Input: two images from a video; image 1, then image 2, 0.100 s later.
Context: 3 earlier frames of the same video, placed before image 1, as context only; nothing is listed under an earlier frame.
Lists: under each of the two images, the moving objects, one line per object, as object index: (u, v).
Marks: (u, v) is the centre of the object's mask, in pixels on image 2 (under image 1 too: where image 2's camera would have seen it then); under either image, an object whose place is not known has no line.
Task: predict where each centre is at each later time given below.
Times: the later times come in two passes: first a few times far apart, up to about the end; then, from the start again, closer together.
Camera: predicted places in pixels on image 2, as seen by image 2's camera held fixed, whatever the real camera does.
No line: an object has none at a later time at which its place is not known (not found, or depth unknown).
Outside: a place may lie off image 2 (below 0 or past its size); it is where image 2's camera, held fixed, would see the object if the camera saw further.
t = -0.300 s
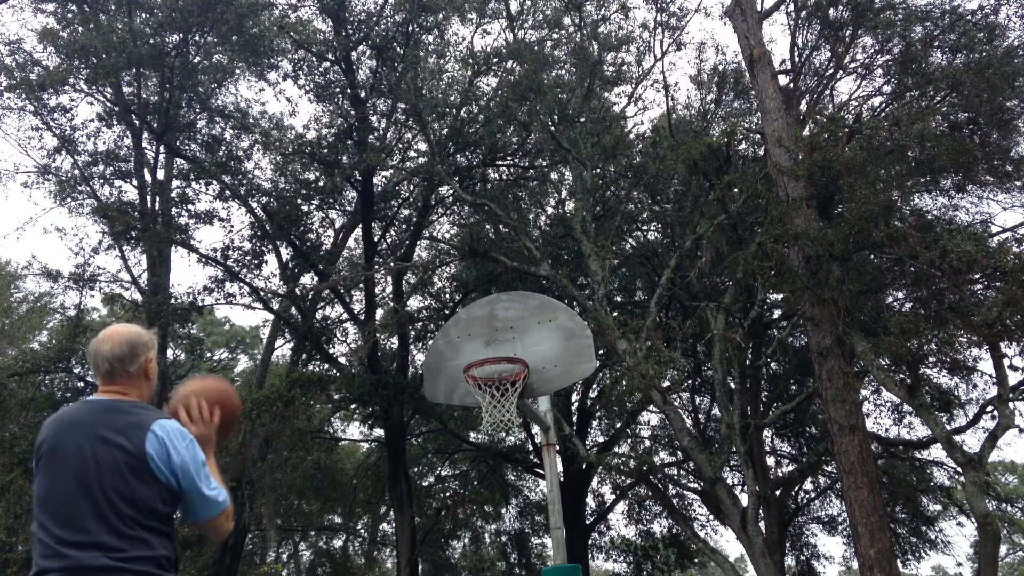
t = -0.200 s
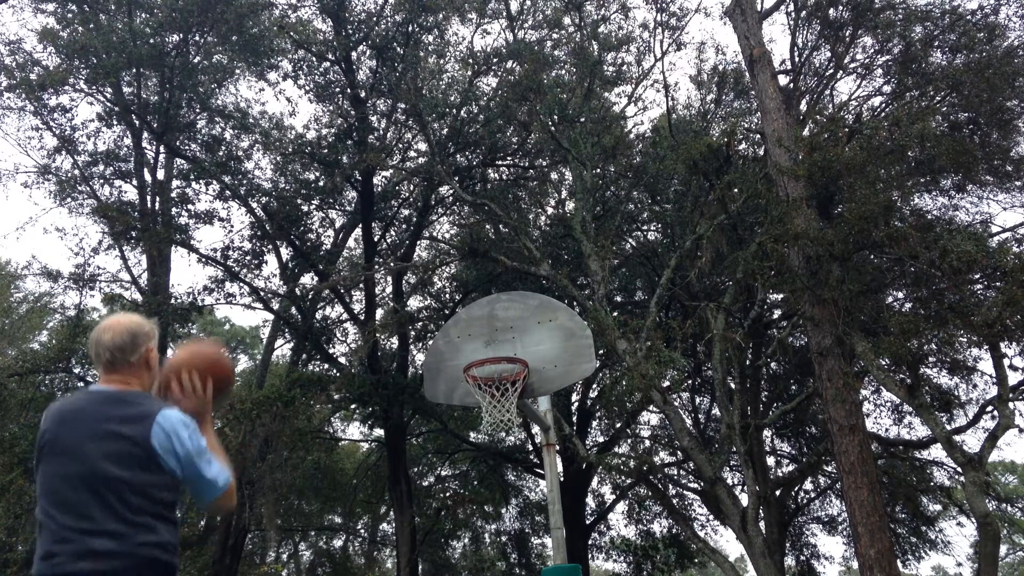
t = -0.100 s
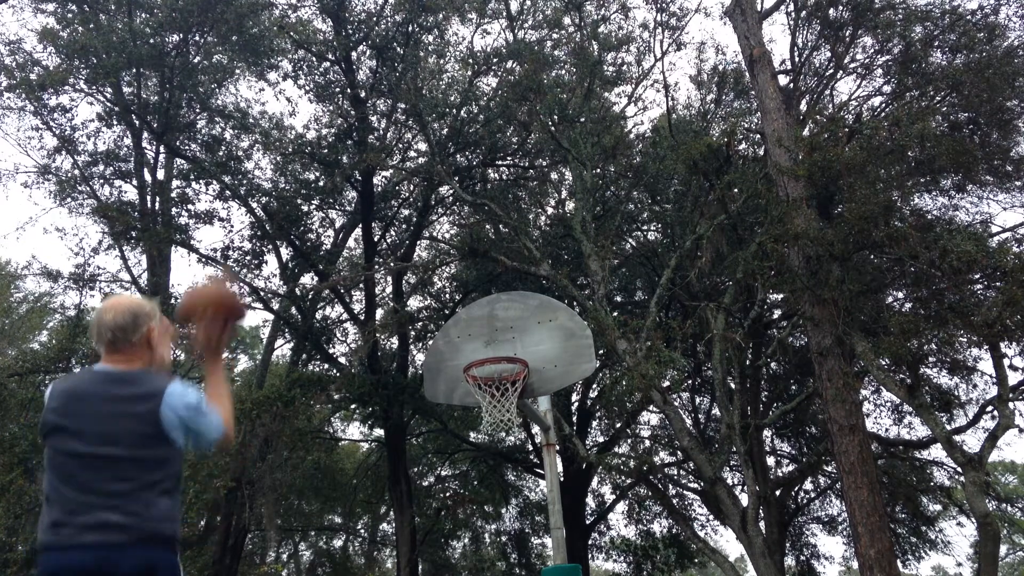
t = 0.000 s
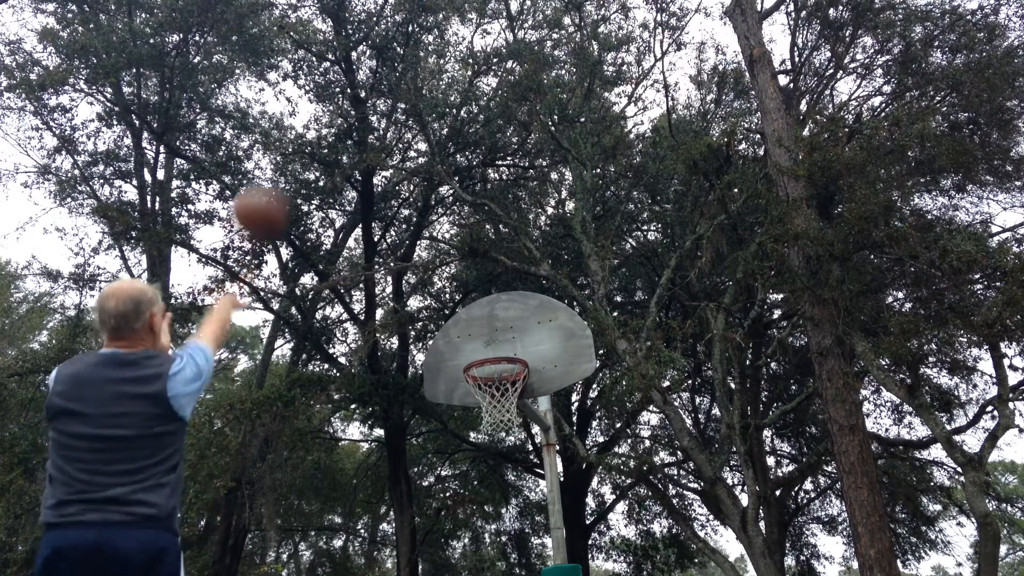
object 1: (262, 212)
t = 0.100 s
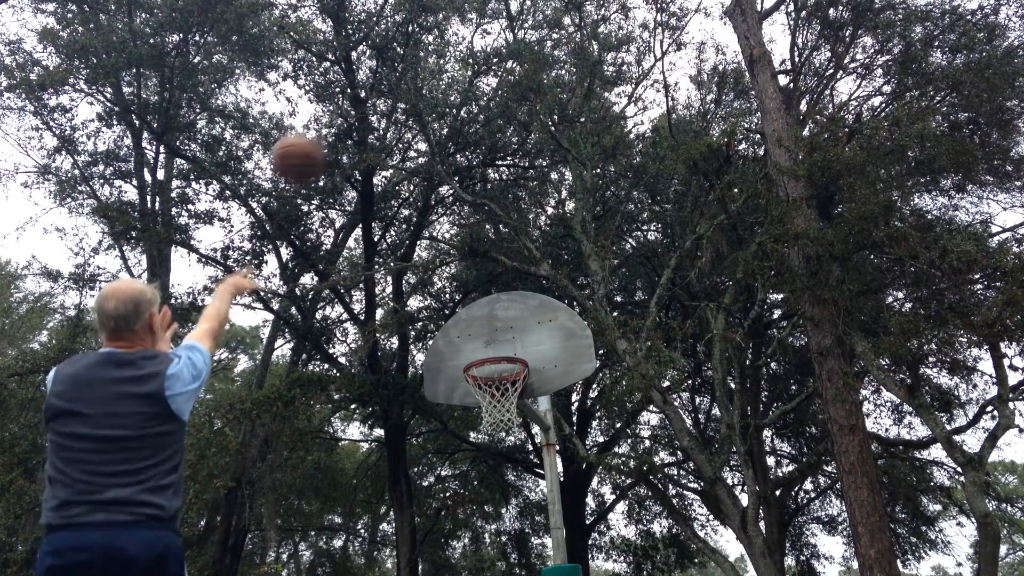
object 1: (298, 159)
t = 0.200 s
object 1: (332, 127)
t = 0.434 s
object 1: (392, 122)
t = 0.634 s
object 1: (434, 171)
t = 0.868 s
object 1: (477, 280)
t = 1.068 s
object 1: (503, 352)
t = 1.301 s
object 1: (487, 326)
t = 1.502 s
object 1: (470, 339)
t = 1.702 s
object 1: (469, 335)
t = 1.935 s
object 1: (480, 344)
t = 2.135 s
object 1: (490, 402)
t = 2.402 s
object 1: (521, 555)
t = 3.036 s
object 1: (577, 566)
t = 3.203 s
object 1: (590, 549)
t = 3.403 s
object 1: (613, 566)
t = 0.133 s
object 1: (310, 145)
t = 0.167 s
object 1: (323, 134)
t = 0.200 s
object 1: (332, 127)
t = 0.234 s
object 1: (344, 120)
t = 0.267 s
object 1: (350, 116)
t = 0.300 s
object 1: (358, 114)
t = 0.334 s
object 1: (367, 114)
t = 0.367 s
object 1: (376, 115)
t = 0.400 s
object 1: (383, 117)
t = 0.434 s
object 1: (392, 122)
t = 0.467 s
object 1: (399, 127)
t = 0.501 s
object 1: (406, 133)
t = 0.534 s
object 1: (414, 141)
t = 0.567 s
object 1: (421, 151)
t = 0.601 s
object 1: (428, 162)
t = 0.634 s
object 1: (434, 171)
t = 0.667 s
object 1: (439, 184)
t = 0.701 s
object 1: (445, 197)
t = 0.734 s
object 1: (453, 211)
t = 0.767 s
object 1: (461, 230)
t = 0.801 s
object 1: (466, 246)
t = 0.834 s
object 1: (472, 262)
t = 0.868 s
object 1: (477, 280)
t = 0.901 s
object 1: (484, 301)
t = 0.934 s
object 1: (491, 323)
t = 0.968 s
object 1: (497, 345)
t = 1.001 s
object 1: (499, 347)
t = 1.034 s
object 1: (503, 350)
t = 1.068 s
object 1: (503, 352)
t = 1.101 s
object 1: (504, 349)
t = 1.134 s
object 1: (502, 345)
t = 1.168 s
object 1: (500, 342)
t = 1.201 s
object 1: (497, 336)
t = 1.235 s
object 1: (493, 331)
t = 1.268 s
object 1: (490, 328)
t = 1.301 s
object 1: (487, 326)
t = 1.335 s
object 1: (484, 324)
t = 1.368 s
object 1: (481, 325)
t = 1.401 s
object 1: (478, 327)
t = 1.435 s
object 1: (476, 329)
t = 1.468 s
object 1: (473, 334)
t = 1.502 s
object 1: (470, 339)
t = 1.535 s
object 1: (468, 346)
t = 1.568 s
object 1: (466, 353)
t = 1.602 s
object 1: (466, 348)
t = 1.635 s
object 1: (467, 342)
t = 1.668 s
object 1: (469, 337)
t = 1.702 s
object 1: (469, 335)
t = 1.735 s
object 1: (471, 332)
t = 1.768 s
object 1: (472, 331)
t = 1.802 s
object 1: (473, 331)
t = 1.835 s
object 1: (475, 333)
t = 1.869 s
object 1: (477, 336)
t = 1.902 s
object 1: (478, 340)
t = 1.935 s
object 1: (480, 344)
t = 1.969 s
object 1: (481, 348)
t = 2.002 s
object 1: (483, 353)
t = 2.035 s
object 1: (487, 374)
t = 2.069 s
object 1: (486, 378)
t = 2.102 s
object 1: (490, 386)
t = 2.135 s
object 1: (490, 402)
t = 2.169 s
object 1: (497, 426)
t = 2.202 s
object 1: (500, 433)
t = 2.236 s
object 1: (503, 450)
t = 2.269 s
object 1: (505, 466)
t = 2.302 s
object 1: (508, 484)
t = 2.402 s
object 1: (521, 555)
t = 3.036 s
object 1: (577, 566)
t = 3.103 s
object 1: (582, 559)
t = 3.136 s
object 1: (584, 554)
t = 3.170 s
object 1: (587, 550)
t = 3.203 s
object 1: (590, 549)
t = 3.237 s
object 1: (593, 549)
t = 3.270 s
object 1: (596, 550)
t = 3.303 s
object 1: (600, 552)
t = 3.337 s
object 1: (603, 557)
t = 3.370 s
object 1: (608, 561)
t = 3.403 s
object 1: (613, 566)
